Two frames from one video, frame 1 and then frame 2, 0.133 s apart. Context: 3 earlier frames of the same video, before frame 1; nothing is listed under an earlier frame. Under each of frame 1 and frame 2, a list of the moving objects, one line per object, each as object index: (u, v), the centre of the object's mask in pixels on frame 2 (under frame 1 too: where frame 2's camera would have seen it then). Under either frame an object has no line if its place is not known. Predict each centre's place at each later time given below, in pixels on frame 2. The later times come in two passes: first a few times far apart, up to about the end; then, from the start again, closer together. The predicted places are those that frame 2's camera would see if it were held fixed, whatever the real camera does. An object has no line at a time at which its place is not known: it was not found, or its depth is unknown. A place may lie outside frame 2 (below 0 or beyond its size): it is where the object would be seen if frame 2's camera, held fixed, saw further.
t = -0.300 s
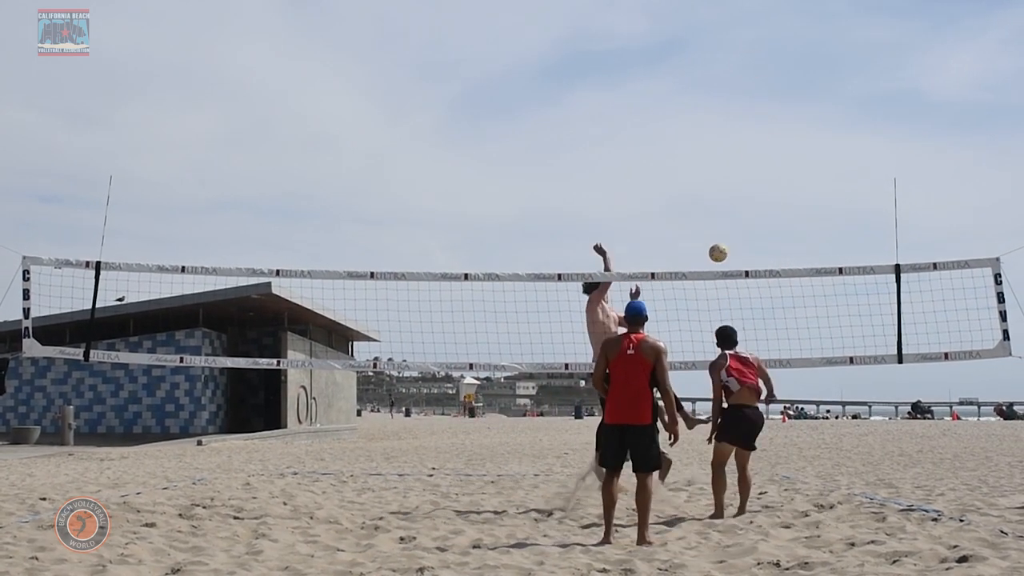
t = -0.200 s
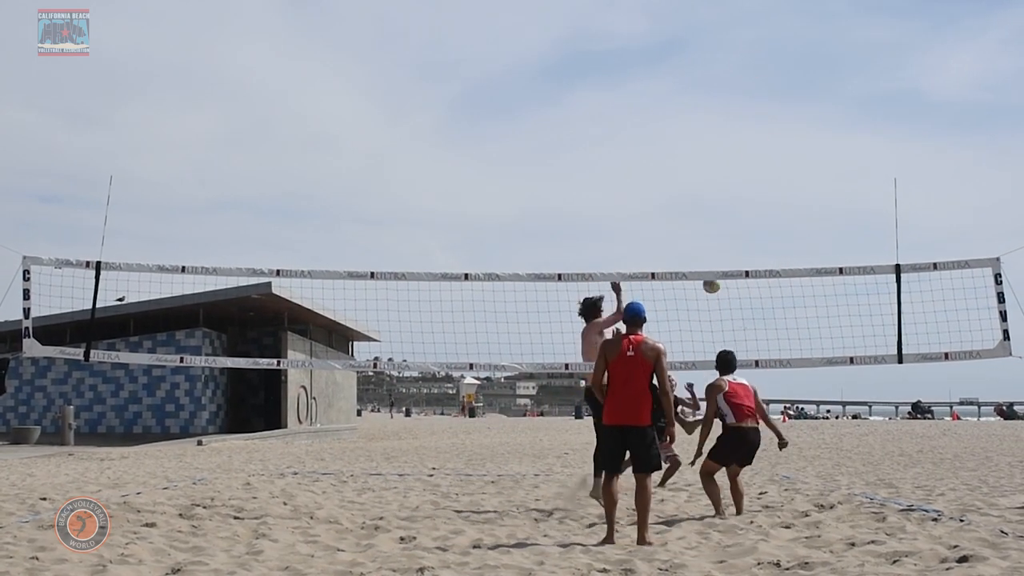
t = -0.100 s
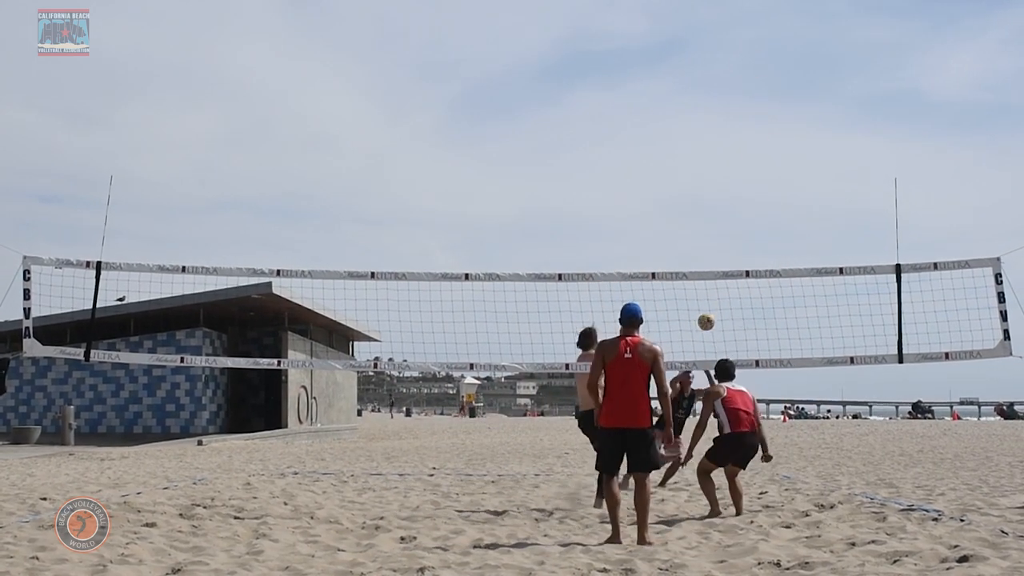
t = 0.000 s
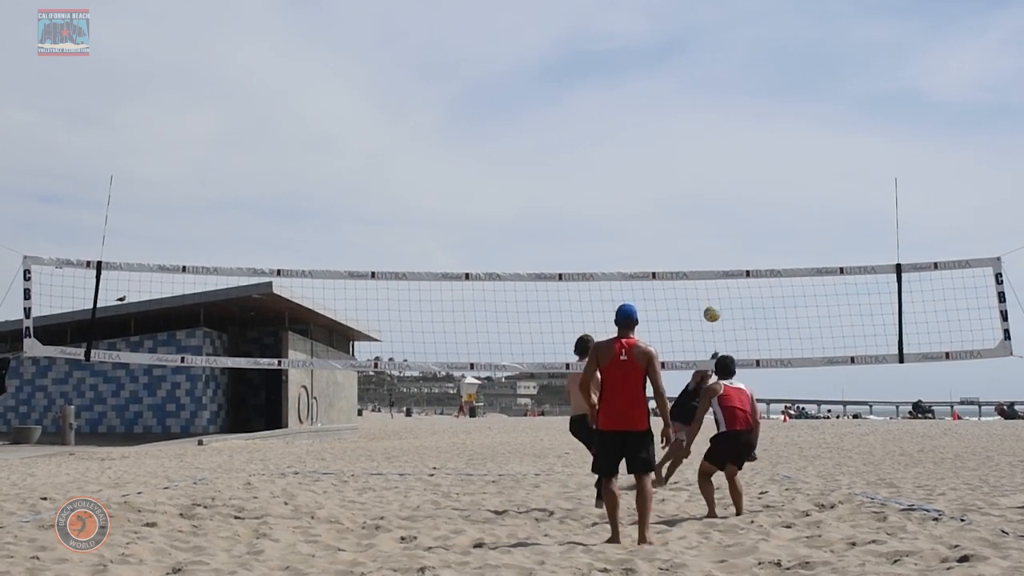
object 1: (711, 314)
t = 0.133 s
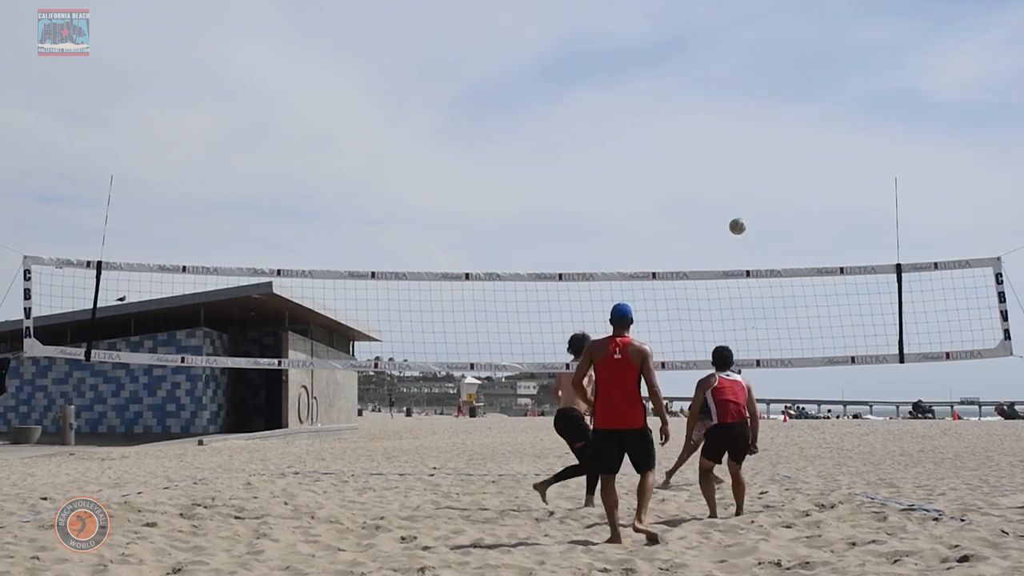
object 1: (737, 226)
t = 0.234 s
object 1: (755, 169)
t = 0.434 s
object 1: (791, 74)
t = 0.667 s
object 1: (829, 7)
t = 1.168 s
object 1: (908, 6)
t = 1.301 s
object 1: (928, 38)
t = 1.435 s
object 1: (947, 89)
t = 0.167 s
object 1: (743, 206)
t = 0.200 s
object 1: (749, 187)
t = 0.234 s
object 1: (755, 169)
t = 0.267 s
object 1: (761, 151)
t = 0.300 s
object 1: (767, 134)
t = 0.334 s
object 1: (773, 118)
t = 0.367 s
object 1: (780, 103)
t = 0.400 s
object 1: (785, 88)
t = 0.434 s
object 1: (791, 74)
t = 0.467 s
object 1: (796, 62)
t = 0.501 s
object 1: (802, 51)
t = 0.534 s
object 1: (808, 40)
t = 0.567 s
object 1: (813, 30)
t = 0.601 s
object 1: (819, 21)
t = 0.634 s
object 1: (824, 13)
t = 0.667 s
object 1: (829, 7)
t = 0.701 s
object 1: (835, 4)
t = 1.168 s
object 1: (908, 6)
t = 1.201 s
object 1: (913, 10)
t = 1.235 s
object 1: (918, 19)
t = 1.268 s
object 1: (924, 28)
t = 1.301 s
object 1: (928, 38)
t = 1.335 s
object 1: (933, 49)
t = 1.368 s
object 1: (938, 61)
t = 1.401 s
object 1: (943, 74)
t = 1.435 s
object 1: (947, 89)
